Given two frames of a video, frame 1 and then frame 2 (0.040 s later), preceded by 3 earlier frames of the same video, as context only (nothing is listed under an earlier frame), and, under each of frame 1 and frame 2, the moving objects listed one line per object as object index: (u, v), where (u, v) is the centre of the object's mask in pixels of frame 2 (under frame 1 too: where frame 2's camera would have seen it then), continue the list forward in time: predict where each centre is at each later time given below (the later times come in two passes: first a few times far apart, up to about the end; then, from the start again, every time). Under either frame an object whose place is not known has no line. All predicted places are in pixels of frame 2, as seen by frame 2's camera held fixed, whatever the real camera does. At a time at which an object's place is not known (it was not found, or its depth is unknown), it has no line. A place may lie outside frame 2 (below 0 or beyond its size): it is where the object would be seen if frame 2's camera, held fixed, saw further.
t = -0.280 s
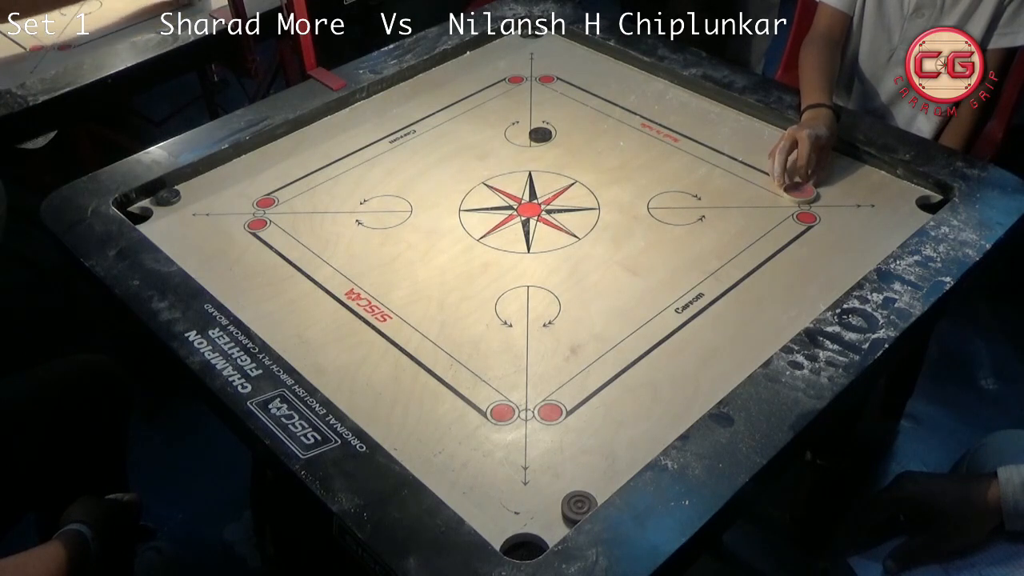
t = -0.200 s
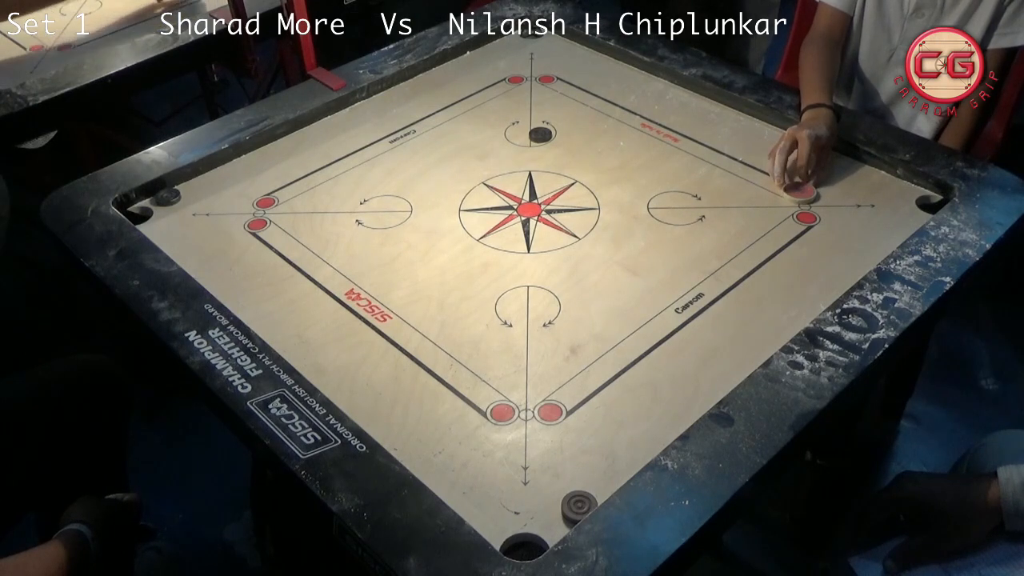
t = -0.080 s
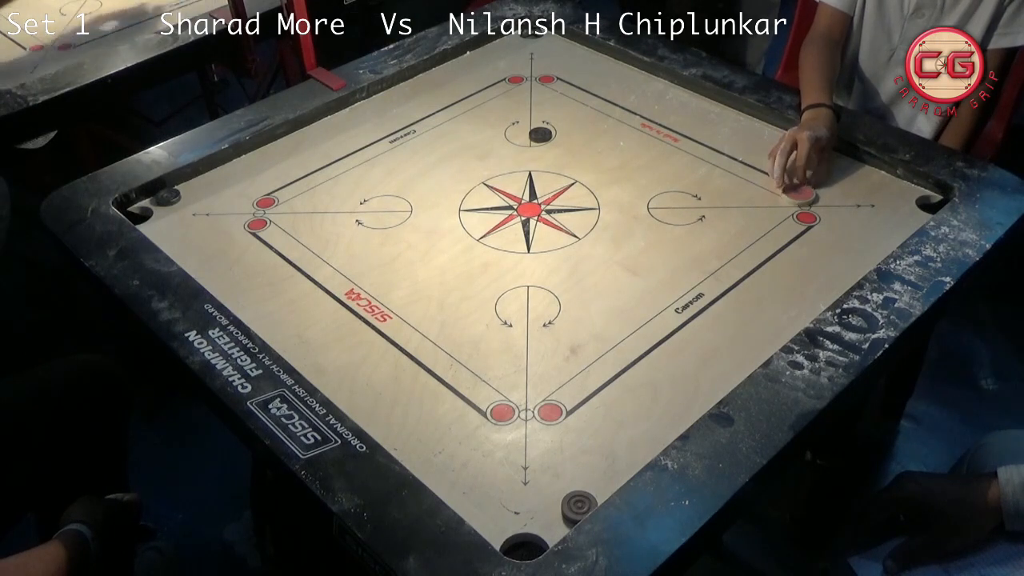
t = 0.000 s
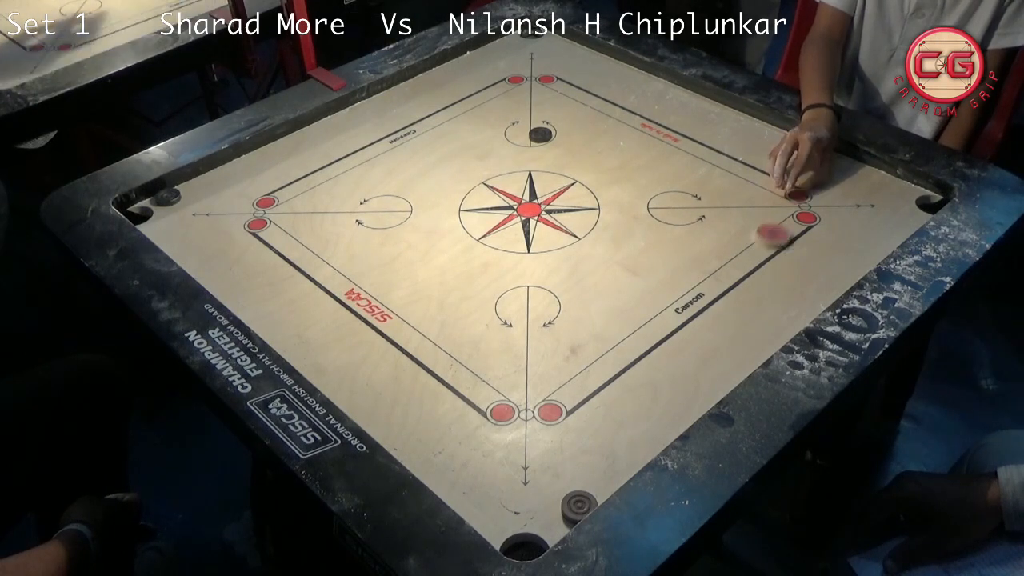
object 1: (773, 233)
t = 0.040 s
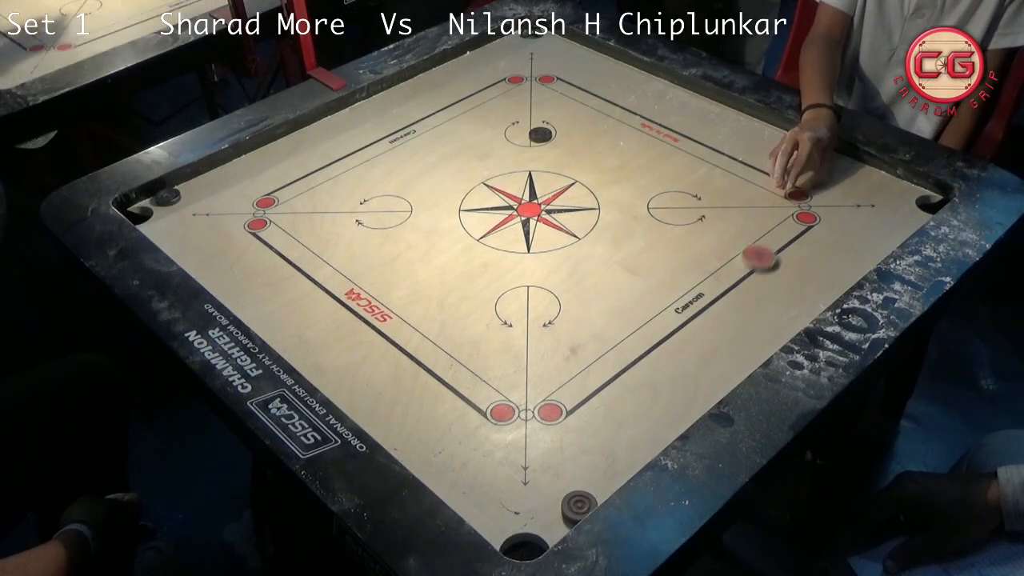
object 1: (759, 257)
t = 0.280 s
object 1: (669, 397)
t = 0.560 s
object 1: (572, 490)
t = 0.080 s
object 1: (744, 280)
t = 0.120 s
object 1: (729, 303)
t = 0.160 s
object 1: (714, 327)
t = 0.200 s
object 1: (699, 351)
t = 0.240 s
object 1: (684, 374)
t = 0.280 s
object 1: (669, 397)
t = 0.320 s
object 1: (654, 420)
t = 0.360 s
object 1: (639, 443)
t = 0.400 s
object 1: (623, 463)
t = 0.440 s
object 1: (604, 478)
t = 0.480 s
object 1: (591, 484)
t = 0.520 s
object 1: (581, 487)
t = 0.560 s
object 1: (572, 490)
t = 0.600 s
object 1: (565, 492)
